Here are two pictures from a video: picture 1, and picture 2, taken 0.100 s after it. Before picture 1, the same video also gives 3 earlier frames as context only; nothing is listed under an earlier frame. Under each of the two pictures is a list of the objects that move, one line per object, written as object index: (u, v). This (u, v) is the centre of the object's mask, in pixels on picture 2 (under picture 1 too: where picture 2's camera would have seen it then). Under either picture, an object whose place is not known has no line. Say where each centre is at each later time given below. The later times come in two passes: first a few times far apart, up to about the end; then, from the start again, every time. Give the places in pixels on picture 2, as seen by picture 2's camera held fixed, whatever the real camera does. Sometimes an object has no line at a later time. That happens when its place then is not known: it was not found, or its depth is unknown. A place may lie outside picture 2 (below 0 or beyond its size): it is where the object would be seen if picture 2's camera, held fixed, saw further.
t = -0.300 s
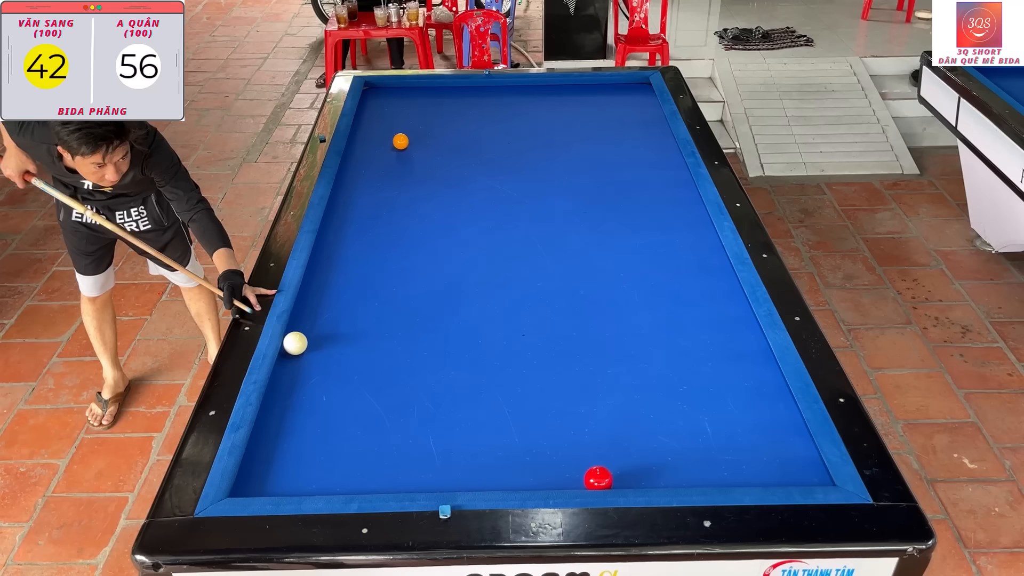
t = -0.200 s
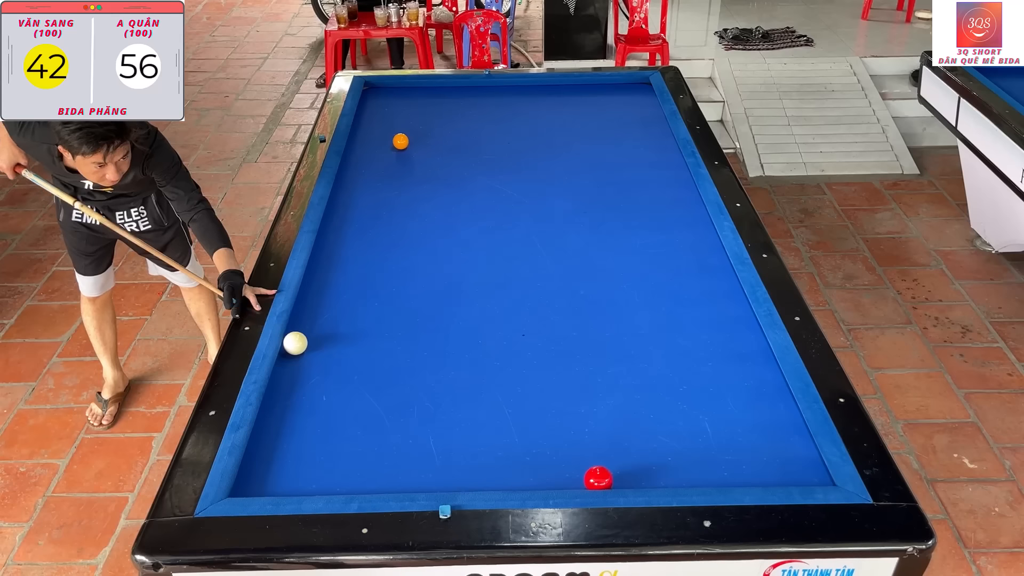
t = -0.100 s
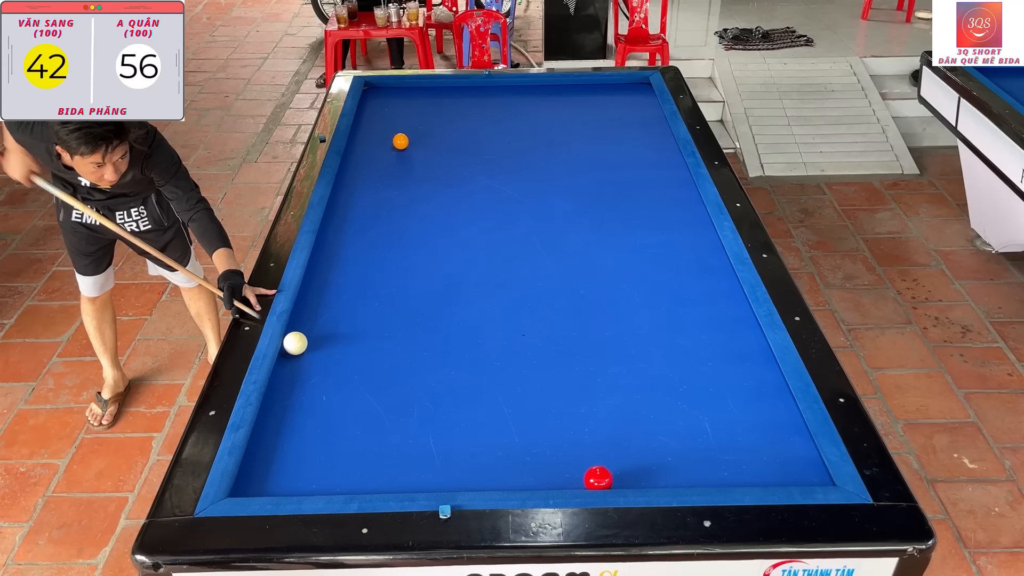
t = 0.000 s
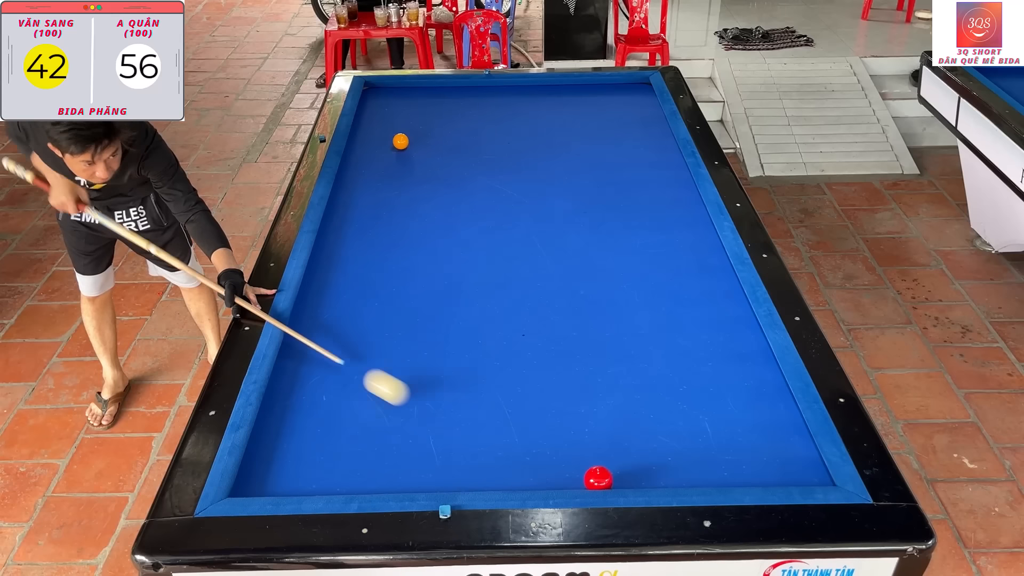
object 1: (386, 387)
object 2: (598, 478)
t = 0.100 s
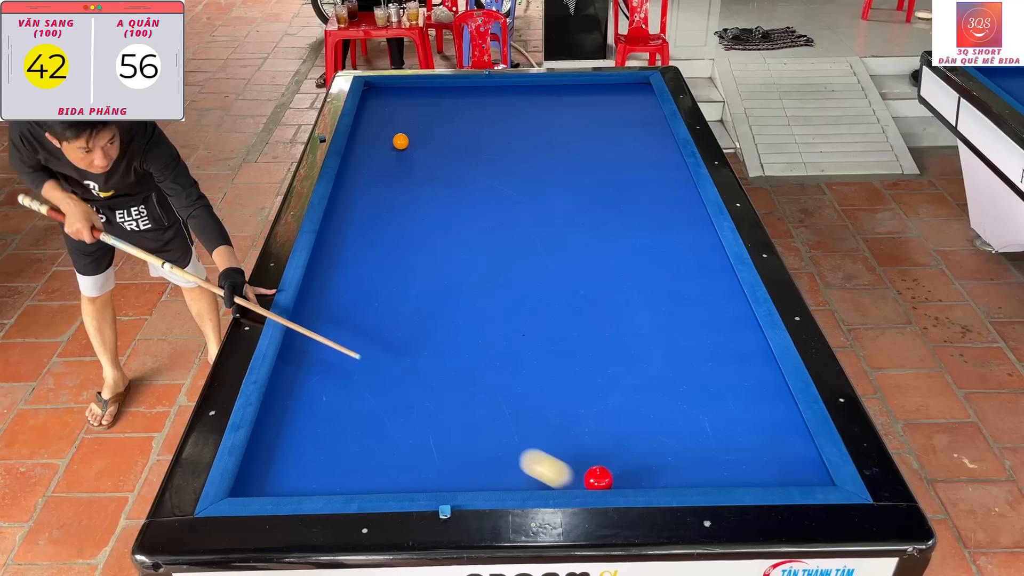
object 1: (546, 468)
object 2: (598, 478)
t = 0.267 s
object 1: (579, 393)
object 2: (811, 475)
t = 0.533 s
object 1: (611, 281)
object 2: (539, 474)
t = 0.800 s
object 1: (657, 211)
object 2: (317, 470)
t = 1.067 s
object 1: (655, 167)
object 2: (361, 461)
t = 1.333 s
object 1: (605, 134)
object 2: (487, 449)
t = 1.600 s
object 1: (566, 106)
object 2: (592, 438)
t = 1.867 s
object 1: (532, 82)
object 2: (693, 429)
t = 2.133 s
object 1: (492, 100)
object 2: (790, 419)
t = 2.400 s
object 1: (450, 115)
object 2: (726, 418)
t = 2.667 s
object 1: (406, 129)
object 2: (674, 417)
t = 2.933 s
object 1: (358, 145)
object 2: (622, 416)
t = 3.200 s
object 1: (372, 162)
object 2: (573, 415)
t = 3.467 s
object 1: (395, 179)
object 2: (525, 414)
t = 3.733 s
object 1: (419, 197)
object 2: (478, 413)
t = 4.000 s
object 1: (443, 216)
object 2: (433, 412)
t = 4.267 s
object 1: (470, 236)
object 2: (389, 410)
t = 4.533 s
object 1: (498, 257)
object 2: (347, 409)
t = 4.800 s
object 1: (527, 280)
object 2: (306, 408)
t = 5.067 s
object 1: (559, 304)
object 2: (276, 406)
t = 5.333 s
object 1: (593, 330)
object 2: (300, 404)
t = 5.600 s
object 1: (631, 358)
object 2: (322, 402)
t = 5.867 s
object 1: (671, 388)
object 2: (343, 400)
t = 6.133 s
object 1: (714, 420)
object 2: (362, 397)
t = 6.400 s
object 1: (760, 454)
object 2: (380, 395)
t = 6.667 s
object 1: (803, 472)
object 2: (396, 393)
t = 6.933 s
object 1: (790, 451)
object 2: (411, 391)
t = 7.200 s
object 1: (762, 433)
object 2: (425, 389)
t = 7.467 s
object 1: (736, 416)
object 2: (438, 388)
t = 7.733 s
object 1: (712, 400)
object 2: (449, 386)
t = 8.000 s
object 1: (690, 385)
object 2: (460, 385)
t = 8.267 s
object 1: (670, 372)
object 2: (469, 384)
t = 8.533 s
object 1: (651, 359)
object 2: (477, 382)
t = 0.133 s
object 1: (571, 475)
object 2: (630, 477)
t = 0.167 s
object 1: (573, 453)
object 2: (684, 477)
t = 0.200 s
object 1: (575, 432)
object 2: (736, 476)
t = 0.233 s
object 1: (577, 411)
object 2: (788, 475)
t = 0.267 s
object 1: (579, 393)
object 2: (811, 475)
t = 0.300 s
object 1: (582, 375)
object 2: (774, 477)
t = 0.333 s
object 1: (586, 359)
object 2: (737, 477)
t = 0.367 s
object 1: (589, 344)
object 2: (702, 476)
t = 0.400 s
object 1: (593, 329)
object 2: (667, 476)
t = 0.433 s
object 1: (597, 316)
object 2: (634, 476)
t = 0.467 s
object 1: (601, 304)
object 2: (601, 475)
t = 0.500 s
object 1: (606, 292)
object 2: (570, 474)
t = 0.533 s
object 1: (611, 281)
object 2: (539, 474)
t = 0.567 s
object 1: (616, 271)
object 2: (508, 473)
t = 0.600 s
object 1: (621, 261)
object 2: (479, 473)
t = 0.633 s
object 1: (627, 251)
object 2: (450, 472)
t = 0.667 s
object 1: (632, 242)
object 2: (423, 472)
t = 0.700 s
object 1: (638, 234)
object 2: (396, 471)
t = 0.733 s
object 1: (644, 226)
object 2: (370, 471)
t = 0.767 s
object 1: (651, 218)
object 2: (343, 471)
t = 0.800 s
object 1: (657, 211)
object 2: (317, 470)
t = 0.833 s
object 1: (664, 204)
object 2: (290, 470)
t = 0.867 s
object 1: (670, 198)
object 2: (264, 470)
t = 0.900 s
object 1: (677, 192)
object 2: (256, 469)
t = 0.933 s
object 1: (684, 186)
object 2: (279, 467)
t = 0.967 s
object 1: (682, 180)
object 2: (301, 466)
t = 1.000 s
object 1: (673, 176)
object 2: (322, 464)
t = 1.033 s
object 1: (664, 171)
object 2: (342, 462)
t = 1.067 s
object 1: (655, 167)
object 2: (361, 461)
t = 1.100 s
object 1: (648, 162)
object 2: (380, 459)
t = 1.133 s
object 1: (641, 158)
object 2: (397, 457)
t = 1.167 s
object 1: (634, 154)
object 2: (414, 456)
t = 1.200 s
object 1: (628, 150)
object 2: (430, 454)
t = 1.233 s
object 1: (622, 146)
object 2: (446, 453)
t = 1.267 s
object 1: (616, 142)
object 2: (460, 451)
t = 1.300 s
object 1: (611, 138)
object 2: (474, 450)
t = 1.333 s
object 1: (605, 134)
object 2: (487, 449)
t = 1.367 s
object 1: (600, 130)
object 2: (501, 447)
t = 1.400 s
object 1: (595, 127)
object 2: (514, 446)
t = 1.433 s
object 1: (590, 123)
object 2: (527, 444)
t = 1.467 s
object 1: (585, 119)
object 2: (540, 443)
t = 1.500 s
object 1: (580, 116)
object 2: (553, 442)
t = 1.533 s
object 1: (575, 113)
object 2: (566, 441)
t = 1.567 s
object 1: (571, 109)
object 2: (579, 439)
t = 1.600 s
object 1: (566, 106)
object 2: (592, 438)
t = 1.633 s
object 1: (561, 103)
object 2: (604, 437)
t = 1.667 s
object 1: (557, 100)
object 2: (617, 436)
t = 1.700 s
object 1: (553, 96)
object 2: (630, 435)
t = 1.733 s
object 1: (548, 93)
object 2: (642, 433)
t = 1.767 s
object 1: (544, 90)
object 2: (655, 432)
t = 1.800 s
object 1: (540, 87)
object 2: (668, 431)
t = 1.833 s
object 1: (536, 85)
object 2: (680, 430)
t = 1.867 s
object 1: (532, 82)
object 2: (693, 429)
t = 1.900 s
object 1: (527, 85)
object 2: (705, 427)
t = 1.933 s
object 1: (522, 87)
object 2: (717, 426)
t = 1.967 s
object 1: (517, 90)
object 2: (730, 425)
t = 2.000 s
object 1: (512, 92)
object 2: (742, 424)
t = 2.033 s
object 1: (507, 94)
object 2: (754, 423)
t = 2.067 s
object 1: (502, 96)
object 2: (766, 421)
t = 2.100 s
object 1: (497, 99)
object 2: (778, 420)
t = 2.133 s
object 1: (492, 100)
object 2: (790, 419)
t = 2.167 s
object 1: (487, 102)
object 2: (784, 419)
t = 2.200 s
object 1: (482, 104)
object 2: (774, 419)
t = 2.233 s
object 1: (476, 106)
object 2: (764, 419)
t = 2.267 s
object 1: (471, 107)
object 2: (756, 419)
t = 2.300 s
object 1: (466, 109)
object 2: (748, 419)
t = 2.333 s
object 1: (461, 111)
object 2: (740, 419)
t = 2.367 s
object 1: (455, 113)
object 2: (733, 418)
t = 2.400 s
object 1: (450, 115)
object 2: (726, 418)
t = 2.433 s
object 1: (445, 116)
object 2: (720, 418)
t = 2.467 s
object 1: (439, 118)
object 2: (713, 418)
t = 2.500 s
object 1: (434, 120)
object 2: (706, 418)
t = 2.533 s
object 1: (428, 122)
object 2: (700, 418)
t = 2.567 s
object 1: (423, 124)
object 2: (693, 417)
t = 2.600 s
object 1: (418, 128)
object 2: (686, 417)
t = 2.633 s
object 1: (411, 128)
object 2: (680, 417)
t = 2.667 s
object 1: (406, 129)
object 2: (674, 417)
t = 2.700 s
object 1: (400, 130)
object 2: (667, 417)
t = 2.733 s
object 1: (393, 132)
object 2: (660, 417)
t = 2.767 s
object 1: (387, 135)
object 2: (654, 417)
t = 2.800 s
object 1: (382, 137)
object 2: (648, 416)
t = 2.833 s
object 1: (376, 139)
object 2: (641, 416)
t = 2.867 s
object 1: (371, 141)
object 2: (635, 416)
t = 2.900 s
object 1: (364, 143)
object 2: (629, 416)
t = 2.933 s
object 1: (358, 145)
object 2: (622, 416)
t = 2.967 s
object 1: (352, 147)
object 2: (616, 416)
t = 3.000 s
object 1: (355, 149)
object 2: (610, 415)
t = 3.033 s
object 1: (358, 151)
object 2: (603, 415)
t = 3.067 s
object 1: (362, 154)
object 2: (597, 415)
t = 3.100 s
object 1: (365, 155)
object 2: (591, 415)
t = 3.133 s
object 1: (367, 158)
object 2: (585, 415)
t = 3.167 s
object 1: (370, 159)
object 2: (579, 415)
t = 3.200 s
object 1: (372, 162)
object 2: (573, 415)
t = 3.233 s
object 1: (375, 164)
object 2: (567, 415)
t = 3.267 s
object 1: (378, 166)
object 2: (561, 414)
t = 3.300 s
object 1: (381, 168)
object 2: (554, 414)
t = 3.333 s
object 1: (383, 170)
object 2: (549, 414)
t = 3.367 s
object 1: (386, 172)
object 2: (543, 414)
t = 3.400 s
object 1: (389, 174)
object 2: (537, 414)
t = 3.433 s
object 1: (392, 177)
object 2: (531, 414)
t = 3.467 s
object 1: (395, 179)
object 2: (525, 414)
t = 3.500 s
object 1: (398, 181)
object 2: (519, 413)
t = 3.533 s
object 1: (401, 183)
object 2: (513, 413)
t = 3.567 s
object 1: (404, 185)
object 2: (507, 413)
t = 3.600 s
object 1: (406, 188)
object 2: (501, 413)
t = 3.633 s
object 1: (410, 190)
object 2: (495, 413)
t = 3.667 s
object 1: (412, 192)
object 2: (490, 413)
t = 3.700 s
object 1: (415, 194)
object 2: (484, 413)
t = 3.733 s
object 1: (419, 197)
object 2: (478, 413)
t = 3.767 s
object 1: (422, 199)
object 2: (472, 413)
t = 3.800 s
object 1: (425, 201)
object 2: (467, 412)
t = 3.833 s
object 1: (428, 204)
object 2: (461, 412)
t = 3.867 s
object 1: (431, 206)
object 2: (455, 412)
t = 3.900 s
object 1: (434, 209)
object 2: (450, 412)
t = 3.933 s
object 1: (437, 211)
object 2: (444, 412)
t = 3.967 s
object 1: (440, 213)
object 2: (439, 412)
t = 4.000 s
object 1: (443, 216)
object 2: (433, 412)
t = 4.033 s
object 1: (446, 218)
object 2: (427, 412)
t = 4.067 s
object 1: (450, 221)
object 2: (422, 412)
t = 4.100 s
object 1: (453, 223)
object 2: (416, 411)
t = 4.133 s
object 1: (456, 226)
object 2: (411, 411)
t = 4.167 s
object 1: (460, 228)
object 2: (405, 411)
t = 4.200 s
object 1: (463, 231)
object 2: (400, 411)
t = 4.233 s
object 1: (466, 233)
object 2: (394, 411)
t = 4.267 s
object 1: (470, 236)
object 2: (389, 410)
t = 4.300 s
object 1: (473, 239)
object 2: (384, 411)
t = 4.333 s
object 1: (477, 241)
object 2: (378, 410)
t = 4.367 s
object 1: (480, 244)
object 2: (373, 410)
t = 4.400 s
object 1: (483, 246)
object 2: (368, 410)
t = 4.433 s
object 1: (487, 249)
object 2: (362, 410)
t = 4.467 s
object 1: (491, 252)
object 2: (357, 410)
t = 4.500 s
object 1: (494, 254)
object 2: (352, 410)
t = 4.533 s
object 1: (498, 257)
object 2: (347, 409)
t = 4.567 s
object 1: (501, 260)
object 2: (341, 409)
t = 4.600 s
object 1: (505, 263)
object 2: (336, 409)
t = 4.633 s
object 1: (509, 265)
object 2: (331, 409)
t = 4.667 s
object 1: (512, 268)
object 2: (326, 409)
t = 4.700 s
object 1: (516, 271)
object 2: (321, 409)
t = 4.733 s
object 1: (520, 274)
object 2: (316, 408)
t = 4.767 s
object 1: (524, 277)
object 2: (311, 408)
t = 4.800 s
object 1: (527, 280)
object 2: (306, 408)
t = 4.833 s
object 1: (531, 283)
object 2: (300, 408)
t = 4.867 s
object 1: (535, 286)
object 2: (295, 408)
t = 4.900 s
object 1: (539, 289)
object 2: (290, 407)
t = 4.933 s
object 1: (543, 292)
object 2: (285, 407)
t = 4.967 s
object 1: (547, 295)
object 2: (281, 407)
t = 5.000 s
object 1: (551, 298)
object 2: (276, 407)
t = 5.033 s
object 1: (555, 301)
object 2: (273, 406)
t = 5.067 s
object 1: (559, 304)
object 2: (276, 406)
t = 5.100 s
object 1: (564, 307)
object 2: (280, 406)
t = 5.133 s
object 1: (568, 311)
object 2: (283, 406)
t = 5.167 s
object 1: (572, 314)
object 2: (286, 405)
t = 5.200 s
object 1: (576, 317)
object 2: (289, 405)
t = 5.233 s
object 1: (580, 320)
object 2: (292, 405)
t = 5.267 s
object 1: (585, 323)
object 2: (294, 405)
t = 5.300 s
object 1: (589, 327)
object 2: (297, 404)
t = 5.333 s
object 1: (593, 330)
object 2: (300, 404)
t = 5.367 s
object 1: (598, 333)
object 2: (303, 404)
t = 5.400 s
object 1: (603, 337)
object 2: (306, 404)
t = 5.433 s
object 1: (607, 340)
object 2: (308, 404)
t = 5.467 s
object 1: (612, 344)
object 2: (311, 403)
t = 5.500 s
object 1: (616, 347)
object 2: (314, 403)
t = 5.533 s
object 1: (621, 351)
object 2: (317, 403)
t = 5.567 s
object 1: (626, 354)
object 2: (319, 403)
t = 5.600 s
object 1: (631, 358)
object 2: (322, 402)
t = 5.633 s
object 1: (635, 362)
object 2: (325, 402)
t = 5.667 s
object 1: (640, 365)
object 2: (327, 402)
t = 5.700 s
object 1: (645, 369)
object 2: (330, 401)
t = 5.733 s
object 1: (650, 373)
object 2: (332, 401)
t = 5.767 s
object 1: (655, 376)
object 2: (335, 401)
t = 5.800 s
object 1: (660, 380)
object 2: (338, 401)
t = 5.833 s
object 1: (665, 384)
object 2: (340, 400)
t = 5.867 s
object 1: (671, 388)
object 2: (343, 400)
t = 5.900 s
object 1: (676, 391)
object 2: (345, 400)
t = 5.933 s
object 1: (681, 395)
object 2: (348, 399)
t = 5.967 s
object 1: (686, 399)
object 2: (350, 399)
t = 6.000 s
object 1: (692, 403)
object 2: (353, 399)
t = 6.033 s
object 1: (697, 407)
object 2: (355, 398)
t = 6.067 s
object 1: (703, 411)
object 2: (357, 398)
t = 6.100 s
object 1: (708, 415)
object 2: (360, 398)
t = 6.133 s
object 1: (714, 420)
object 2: (362, 397)
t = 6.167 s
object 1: (719, 424)
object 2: (364, 397)
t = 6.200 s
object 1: (725, 428)
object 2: (367, 397)
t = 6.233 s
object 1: (731, 432)
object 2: (369, 397)
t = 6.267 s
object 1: (736, 436)
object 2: (371, 396)
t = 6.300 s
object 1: (742, 441)
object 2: (373, 396)
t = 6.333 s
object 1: (748, 445)
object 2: (376, 396)
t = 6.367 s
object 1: (754, 449)
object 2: (378, 395)
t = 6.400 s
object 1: (760, 454)
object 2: (380, 395)
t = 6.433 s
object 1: (766, 458)
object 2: (382, 395)
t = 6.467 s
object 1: (772, 462)
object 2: (384, 395)
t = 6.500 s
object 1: (778, 467)
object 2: (386, 395)
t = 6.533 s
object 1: (784, 471)
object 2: (388, 394)
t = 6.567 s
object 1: (790, 475)
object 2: (390, 394)
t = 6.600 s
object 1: (796, 476)
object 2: (392, 394)
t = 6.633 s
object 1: (799, 474)
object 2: (394, 393)
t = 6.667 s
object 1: (803, 472)
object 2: (396, 393)
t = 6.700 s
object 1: (806, 469)
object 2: (398, 393)
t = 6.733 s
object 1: (810, 467)
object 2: (400, 392)
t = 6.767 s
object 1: (810, 464)
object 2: (402, 392)
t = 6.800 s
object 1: (805, 461)
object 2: (404, 392)
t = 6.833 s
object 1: (801, 459)
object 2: (406, 392)
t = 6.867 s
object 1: (797, 456)
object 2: (408, 391)
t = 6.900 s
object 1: (794, 454)
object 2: (410, 391)
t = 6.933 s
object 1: (790, 451)
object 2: (411, 391)
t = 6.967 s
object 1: (786, 449)
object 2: (413, 390)
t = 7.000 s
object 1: (783, 447)
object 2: (415, 390)
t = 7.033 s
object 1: (779, 444)
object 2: (417, 390)
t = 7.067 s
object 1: (775, 442)
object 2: (419, 390)
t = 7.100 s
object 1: (772, 440)
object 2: (420, 390)
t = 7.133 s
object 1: (769, 437)
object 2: (422, 389)
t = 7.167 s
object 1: (765, 435)
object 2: (424, 389)
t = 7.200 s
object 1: (762, 433)
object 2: (425, 389)
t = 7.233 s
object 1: (758, 431)
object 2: (427, 389)
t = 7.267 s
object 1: (755, 428)
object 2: (429, 389)
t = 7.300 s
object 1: (752, 426)
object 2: (430, 389)
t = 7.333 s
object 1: (748, 424)
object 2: (432, 388)
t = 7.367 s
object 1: (745, 422)
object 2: (433, 388)
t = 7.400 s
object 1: (742, 420)
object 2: (435, 388)
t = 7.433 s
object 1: (739, 418)
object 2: (436, 388)
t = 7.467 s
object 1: (736, 416)
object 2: (438, 388)
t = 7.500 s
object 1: (733, 414)
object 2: (440, 387)
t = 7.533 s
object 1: (730, 411)
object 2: (441, 387)
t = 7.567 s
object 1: (726, 409)
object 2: (443, 387)
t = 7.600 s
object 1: (724, 407)
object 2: (444, 387)
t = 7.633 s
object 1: (720, 406)
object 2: (445, 387)
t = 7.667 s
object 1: (718, 404)
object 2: (447, 386)
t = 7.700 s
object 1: (715, 402)
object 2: (448, 386)
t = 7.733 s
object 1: (712, 400)
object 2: (449, 386)
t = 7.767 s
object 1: (709, 398)
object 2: (451, 386)
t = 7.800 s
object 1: (706, 396)
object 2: (452, 386)
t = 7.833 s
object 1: (703, 394)
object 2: (454, 385)
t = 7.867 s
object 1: (701, 392)
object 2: (455, 385)
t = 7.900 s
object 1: (698, 390)
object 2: (456, 385)
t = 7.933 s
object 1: (695, 389)
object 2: (458, 385)
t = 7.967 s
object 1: (693, 387)
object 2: (459, 385)
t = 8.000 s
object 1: (690, 385)
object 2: (460, 385)
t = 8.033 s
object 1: (687, 383)
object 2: (461, 385)
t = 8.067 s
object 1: (685, 382)
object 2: (462, 385)
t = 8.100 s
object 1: (682, 380)
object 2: (464, 384)
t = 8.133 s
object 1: (679, 378)
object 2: (465, 384)
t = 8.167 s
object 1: (677, 376)
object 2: (466, 384)
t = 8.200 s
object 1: (675, 375)
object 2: (467, 384)
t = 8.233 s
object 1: (672, 373)
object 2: (468, 384)
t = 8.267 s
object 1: (670, 372)
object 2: (469, 384)
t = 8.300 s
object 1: (667, 370)
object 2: (470, 383)
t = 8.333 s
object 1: (665, 368)
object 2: (471, 383)
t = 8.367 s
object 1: (663, 367)
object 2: (472, 383)
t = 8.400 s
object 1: (660, 365)
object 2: (473, 383)
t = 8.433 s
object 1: (658, 364)
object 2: (474, 383)
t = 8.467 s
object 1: (656, 362)
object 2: (475, 383)
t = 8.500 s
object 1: (654, 360)
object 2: (476, 383)
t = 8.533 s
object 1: (651, 359)
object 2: (477, 382)
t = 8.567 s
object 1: (649, 358)
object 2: (478, 382)
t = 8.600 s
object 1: (647, 356)
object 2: (479, 382)
